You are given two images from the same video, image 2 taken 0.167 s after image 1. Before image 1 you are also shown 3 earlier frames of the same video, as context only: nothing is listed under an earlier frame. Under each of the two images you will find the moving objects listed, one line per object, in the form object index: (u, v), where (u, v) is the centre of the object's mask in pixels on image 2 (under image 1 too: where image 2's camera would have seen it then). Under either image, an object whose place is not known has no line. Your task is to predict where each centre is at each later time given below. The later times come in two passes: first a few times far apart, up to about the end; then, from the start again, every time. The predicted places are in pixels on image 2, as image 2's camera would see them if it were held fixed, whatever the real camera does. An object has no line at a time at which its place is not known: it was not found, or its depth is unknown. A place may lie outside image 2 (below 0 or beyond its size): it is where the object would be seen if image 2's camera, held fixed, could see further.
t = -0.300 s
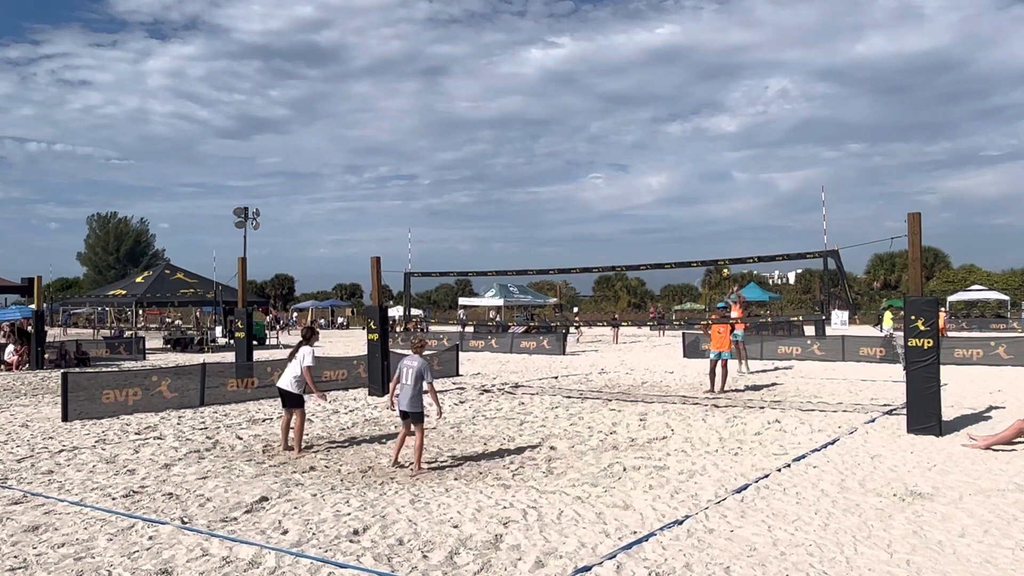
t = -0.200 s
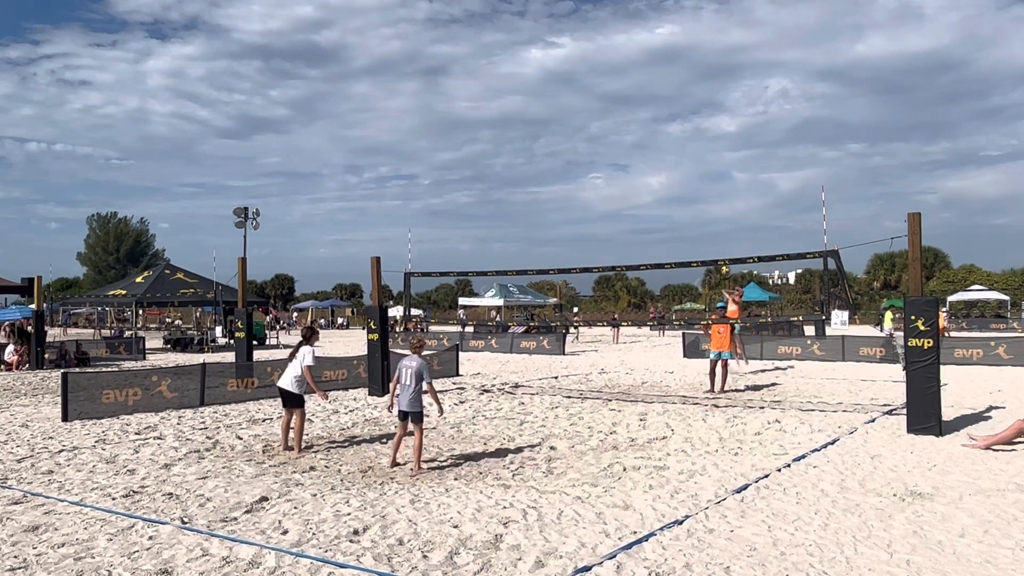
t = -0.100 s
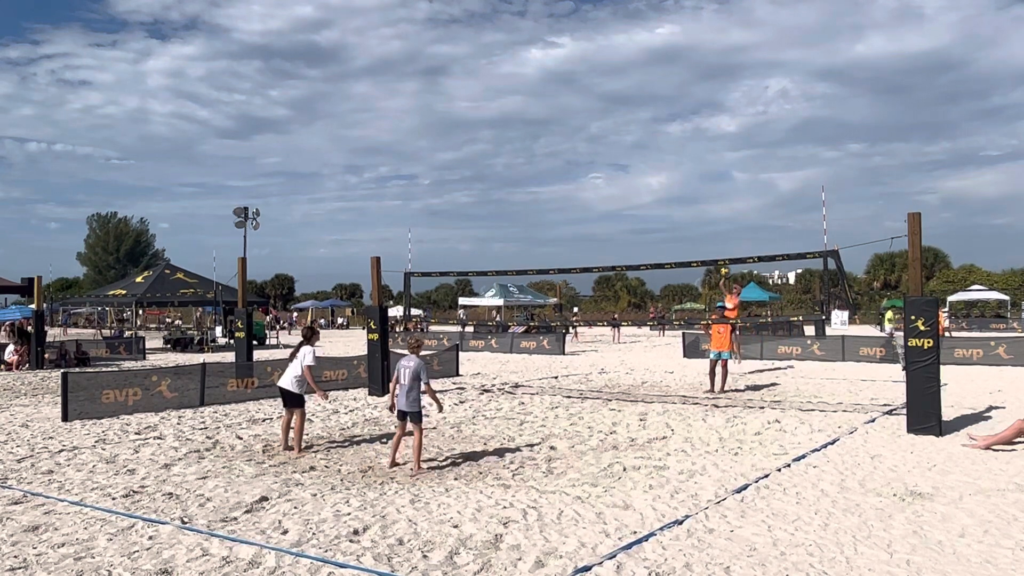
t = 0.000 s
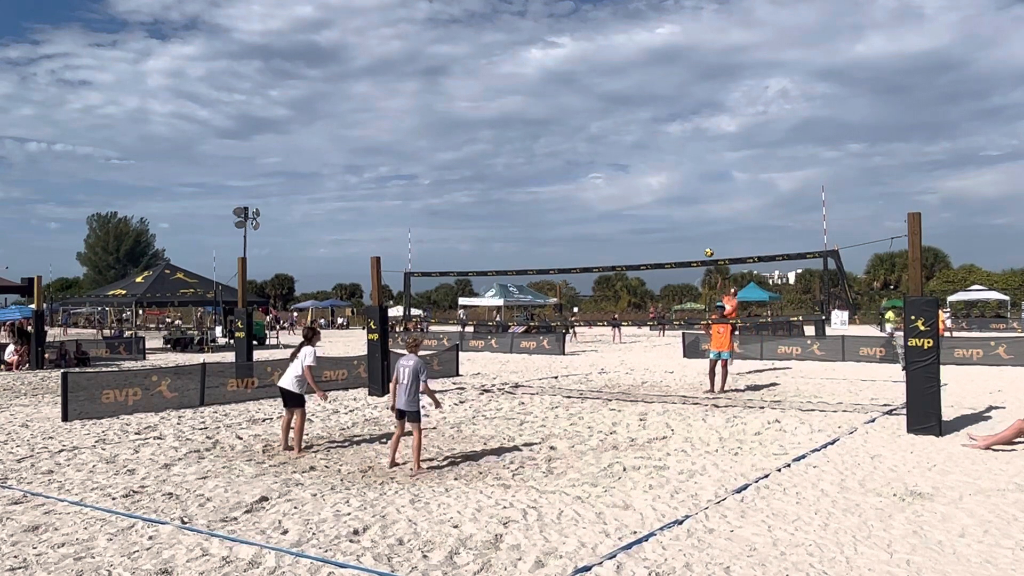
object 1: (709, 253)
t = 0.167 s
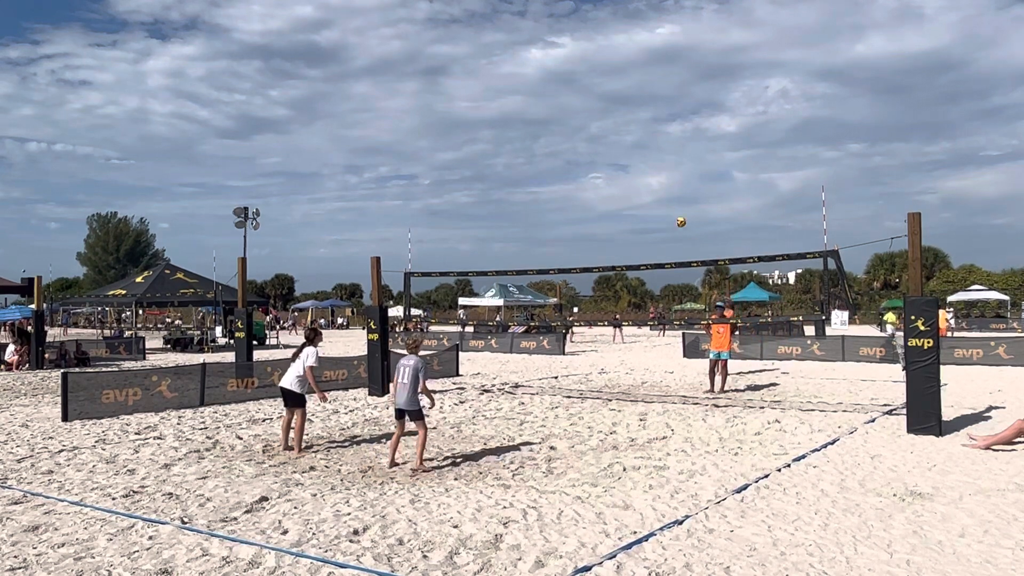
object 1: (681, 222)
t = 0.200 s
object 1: (674, 217)
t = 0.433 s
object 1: (629, 194)
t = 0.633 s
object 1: (585, 197)
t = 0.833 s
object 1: (533, 224)
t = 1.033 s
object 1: (458, 293)
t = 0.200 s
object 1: (674, 217)
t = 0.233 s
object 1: (668, 212)
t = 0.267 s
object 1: (662, 207)
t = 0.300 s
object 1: (656, 204)
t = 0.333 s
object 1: (649, 201)
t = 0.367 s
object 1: (642, 198)
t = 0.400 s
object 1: (636, 196)
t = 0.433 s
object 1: (629, 194)
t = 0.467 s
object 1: (622, 194)
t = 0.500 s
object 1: (615, 193)
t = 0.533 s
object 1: (608, 193)
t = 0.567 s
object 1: (600, 194)
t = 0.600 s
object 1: (593, 195)
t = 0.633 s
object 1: (585, 197)
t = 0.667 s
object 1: (578, 200)
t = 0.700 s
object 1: (569, 203)
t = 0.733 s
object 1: (561, 207)
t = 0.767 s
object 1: (552, 212)
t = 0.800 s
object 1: (543, 217)
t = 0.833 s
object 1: (533, 224)
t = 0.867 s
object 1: (522, 232)
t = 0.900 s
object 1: (511, 240)
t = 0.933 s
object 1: (499, 251)
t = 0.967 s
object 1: (487, 263)
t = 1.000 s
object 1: (473, 277)
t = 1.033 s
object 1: (458, 293)
